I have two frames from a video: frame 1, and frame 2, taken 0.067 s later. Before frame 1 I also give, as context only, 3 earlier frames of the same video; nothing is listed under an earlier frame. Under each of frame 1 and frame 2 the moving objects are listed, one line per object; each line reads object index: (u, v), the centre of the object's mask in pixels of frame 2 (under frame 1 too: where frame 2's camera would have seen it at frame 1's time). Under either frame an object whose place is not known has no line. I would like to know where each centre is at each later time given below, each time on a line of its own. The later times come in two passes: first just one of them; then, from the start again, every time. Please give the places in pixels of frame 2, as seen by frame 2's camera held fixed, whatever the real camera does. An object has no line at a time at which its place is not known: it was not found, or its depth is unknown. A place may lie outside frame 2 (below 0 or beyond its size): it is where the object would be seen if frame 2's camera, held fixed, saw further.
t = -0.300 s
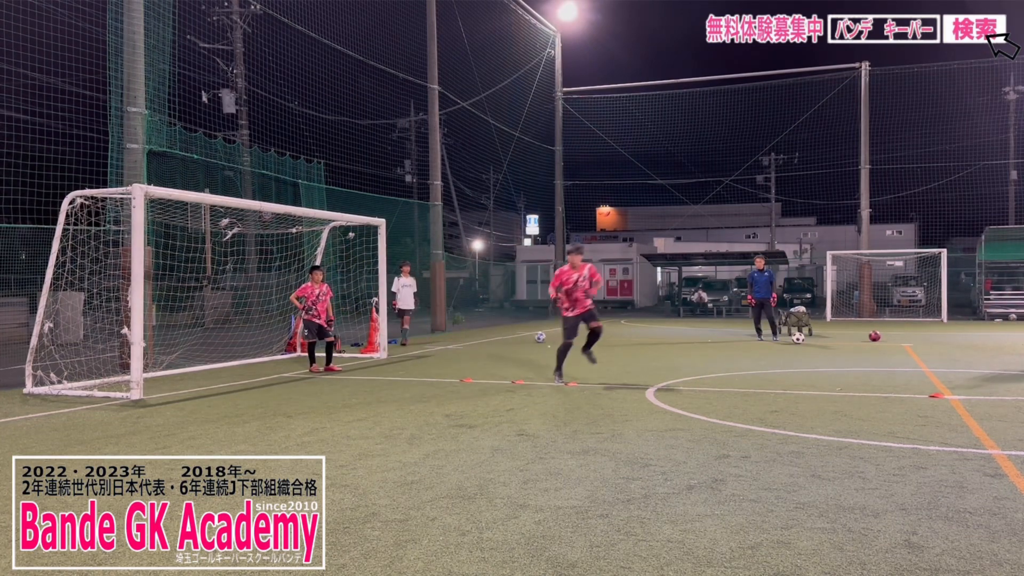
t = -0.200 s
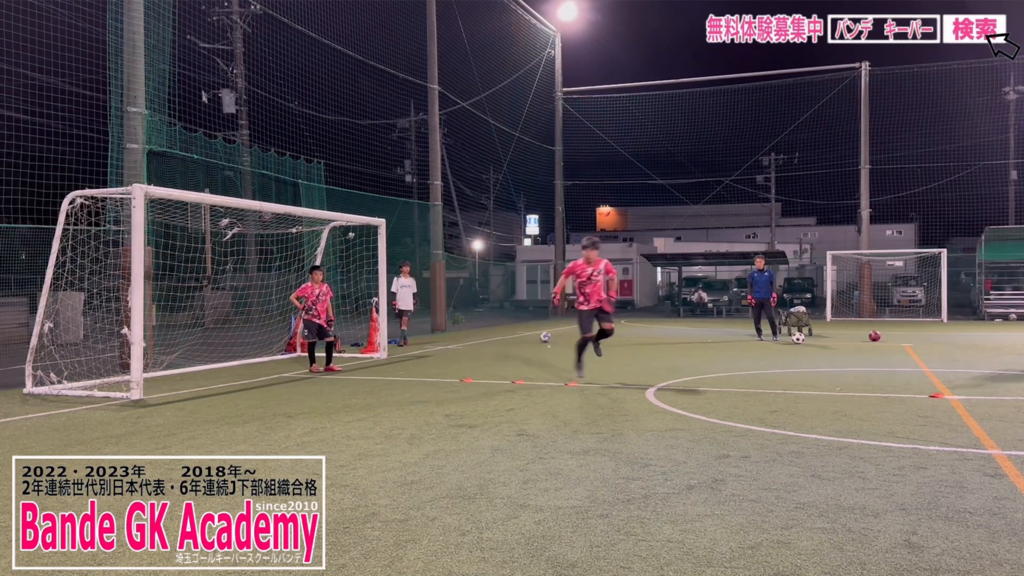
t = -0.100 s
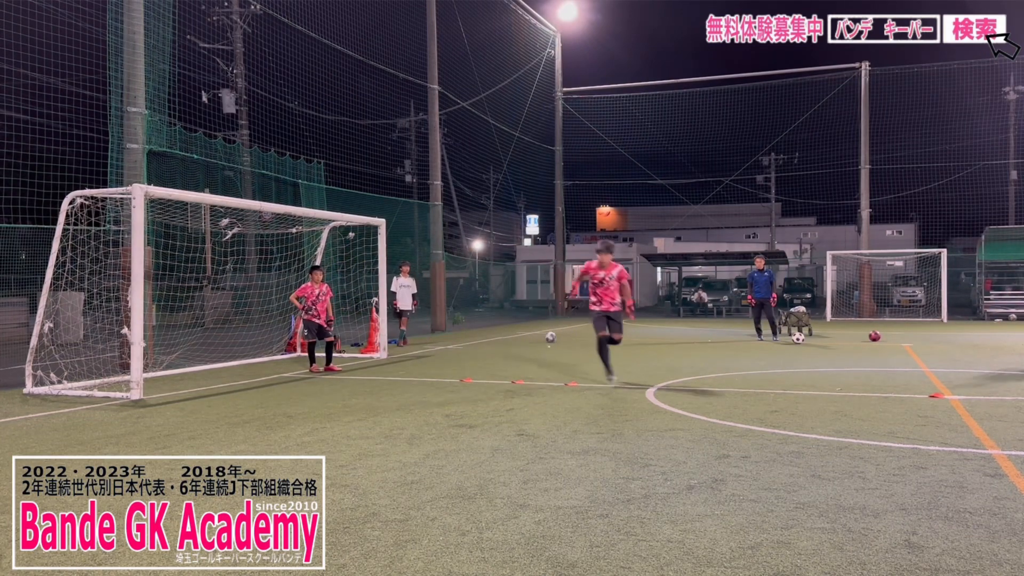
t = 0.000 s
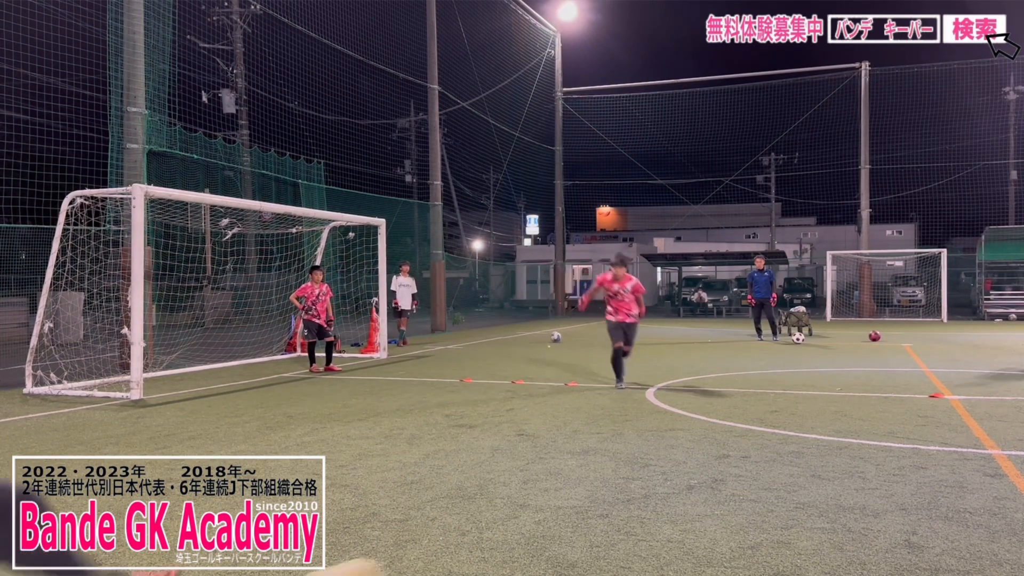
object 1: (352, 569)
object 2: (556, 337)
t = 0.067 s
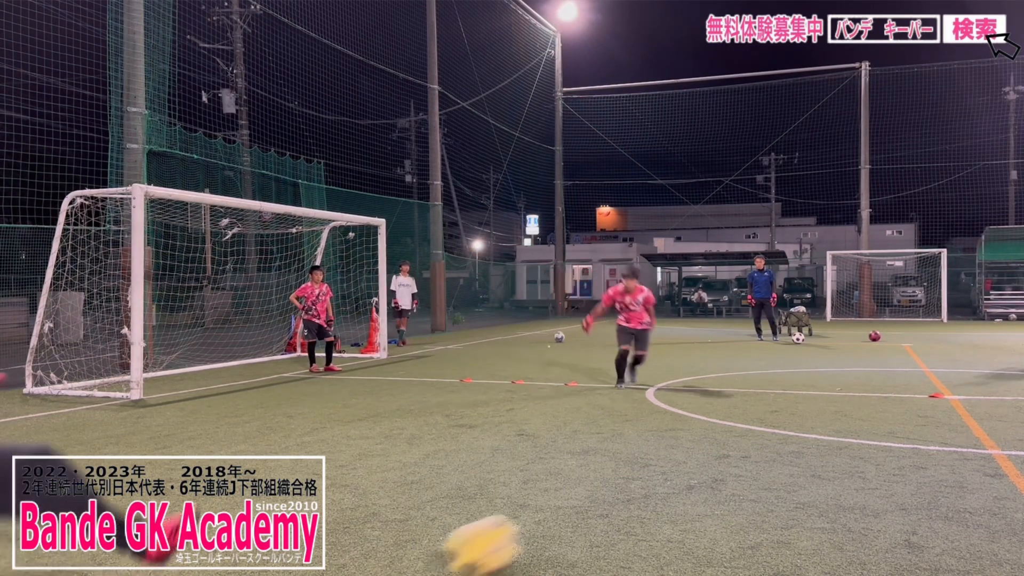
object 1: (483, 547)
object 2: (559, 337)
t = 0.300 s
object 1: (735, 458)
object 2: (570, 337)
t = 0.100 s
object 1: (535, 528)
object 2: (561, 337)
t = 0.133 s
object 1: (582, 514)
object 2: (563, 337)
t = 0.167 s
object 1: (621, 498)
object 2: (564, 337)
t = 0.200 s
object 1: (655, 487)
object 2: (566, 337)
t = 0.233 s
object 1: (685, 476)
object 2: (567, 337)
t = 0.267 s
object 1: (712, 466)
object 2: (569, 337)
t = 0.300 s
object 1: (735, 458)
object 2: (570, 337)
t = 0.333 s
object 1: (756, 452)
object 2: (572, 336)
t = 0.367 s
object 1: (775, 445)
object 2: (573, 336)
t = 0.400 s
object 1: (792, 439)
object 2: (575, 336)
